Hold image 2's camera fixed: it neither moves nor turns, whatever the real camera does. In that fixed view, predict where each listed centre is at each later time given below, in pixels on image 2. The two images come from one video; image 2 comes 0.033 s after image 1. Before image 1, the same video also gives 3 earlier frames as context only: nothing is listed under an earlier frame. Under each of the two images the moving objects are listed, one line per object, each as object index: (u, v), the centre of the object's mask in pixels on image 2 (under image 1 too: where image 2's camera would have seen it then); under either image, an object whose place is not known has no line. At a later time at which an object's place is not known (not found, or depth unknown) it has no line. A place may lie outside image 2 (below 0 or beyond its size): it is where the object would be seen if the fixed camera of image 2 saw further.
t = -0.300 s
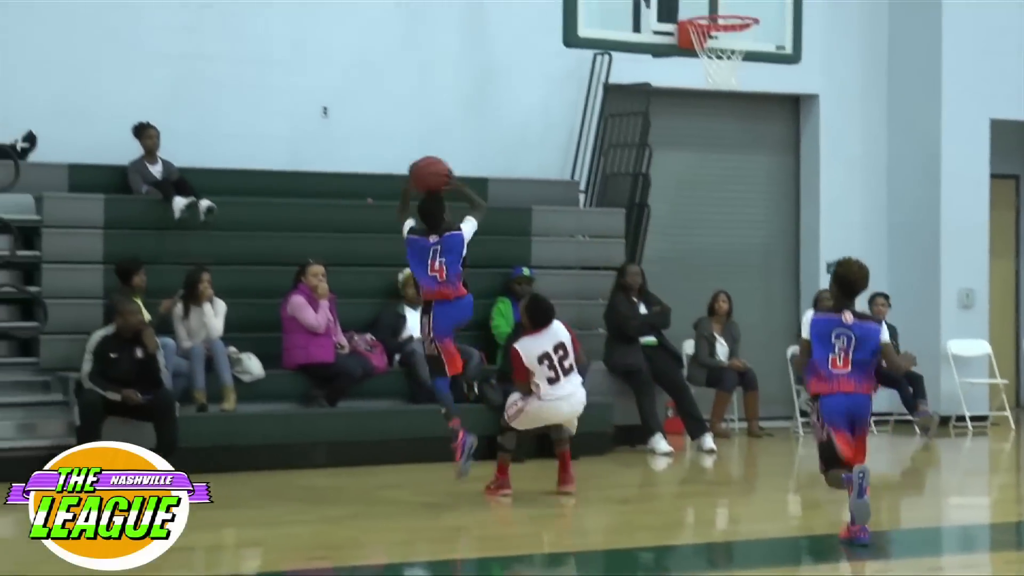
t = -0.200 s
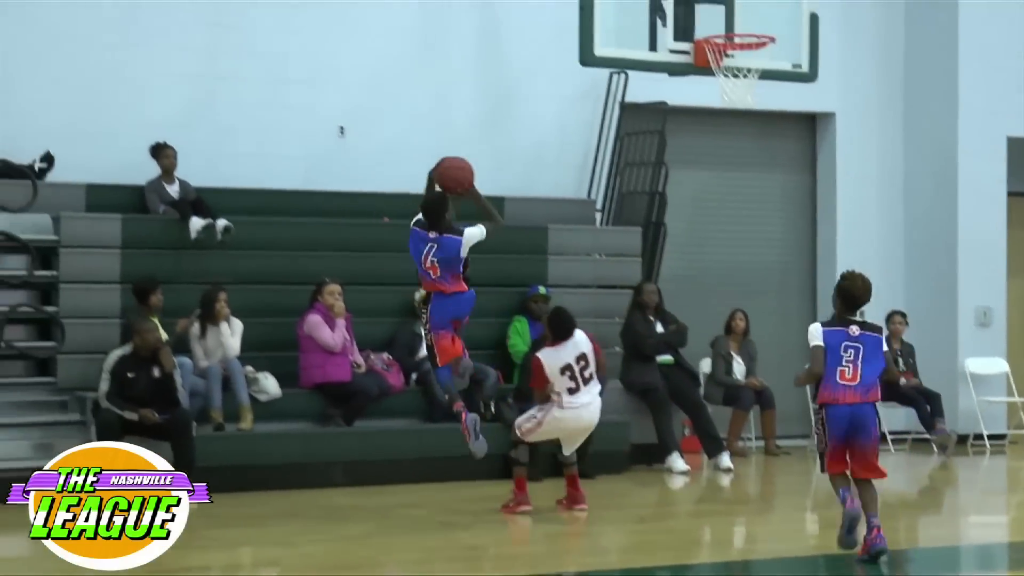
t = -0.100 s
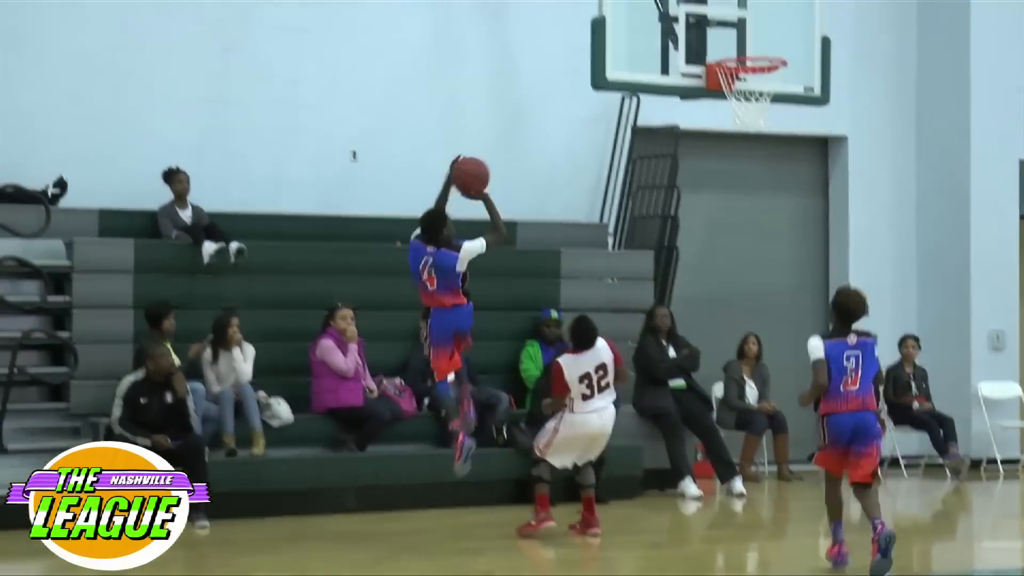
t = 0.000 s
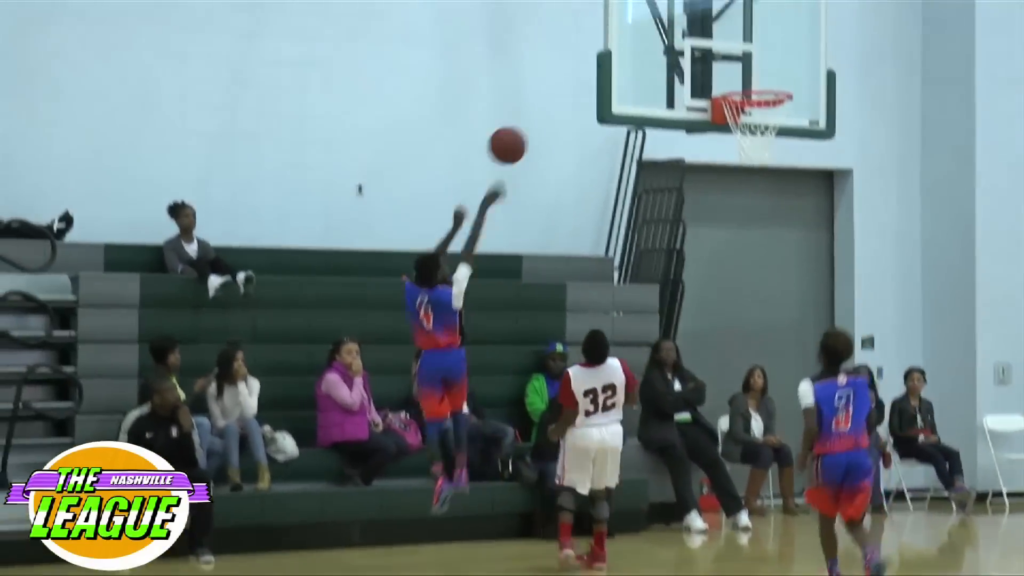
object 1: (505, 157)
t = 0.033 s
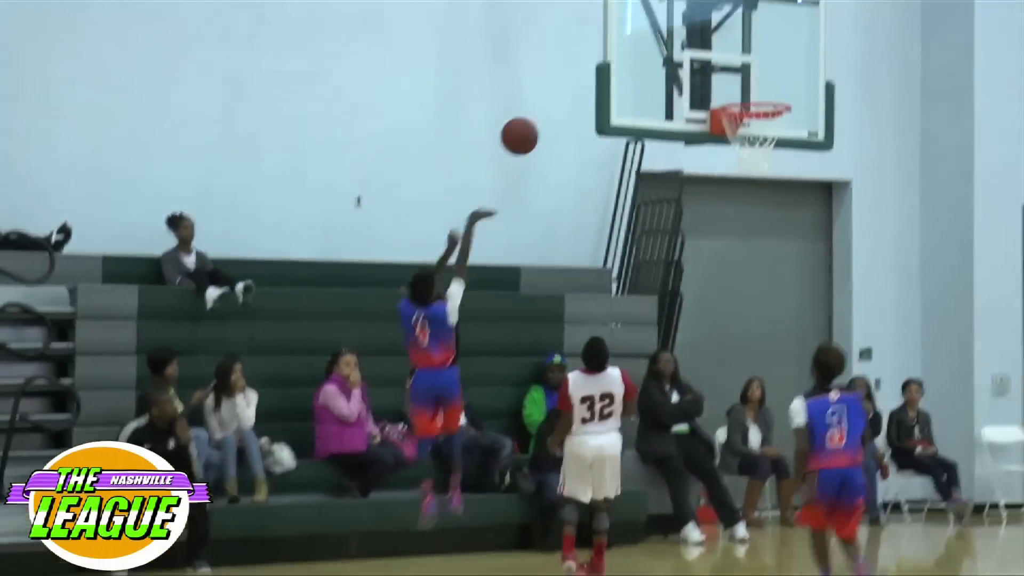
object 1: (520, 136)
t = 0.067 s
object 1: (533, 116)
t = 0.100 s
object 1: (546, 99)
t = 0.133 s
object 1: (560, 84)
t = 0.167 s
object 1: (573, 71)
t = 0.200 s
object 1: (586, 60)
